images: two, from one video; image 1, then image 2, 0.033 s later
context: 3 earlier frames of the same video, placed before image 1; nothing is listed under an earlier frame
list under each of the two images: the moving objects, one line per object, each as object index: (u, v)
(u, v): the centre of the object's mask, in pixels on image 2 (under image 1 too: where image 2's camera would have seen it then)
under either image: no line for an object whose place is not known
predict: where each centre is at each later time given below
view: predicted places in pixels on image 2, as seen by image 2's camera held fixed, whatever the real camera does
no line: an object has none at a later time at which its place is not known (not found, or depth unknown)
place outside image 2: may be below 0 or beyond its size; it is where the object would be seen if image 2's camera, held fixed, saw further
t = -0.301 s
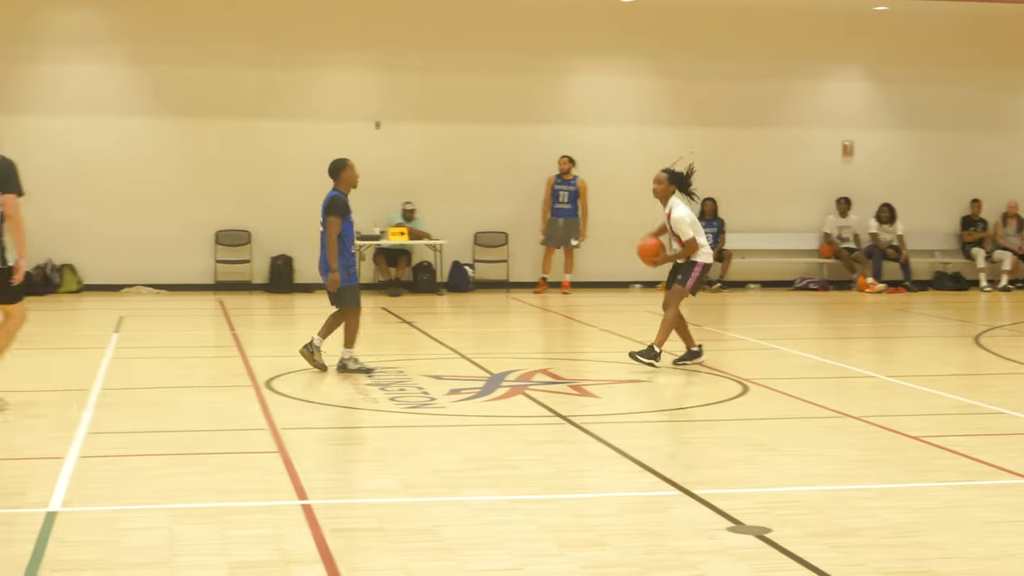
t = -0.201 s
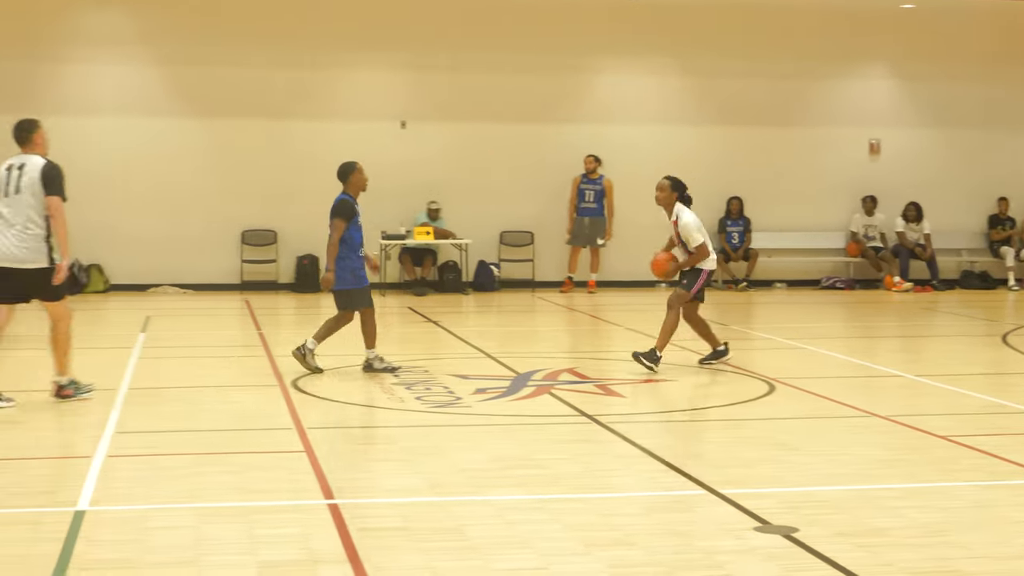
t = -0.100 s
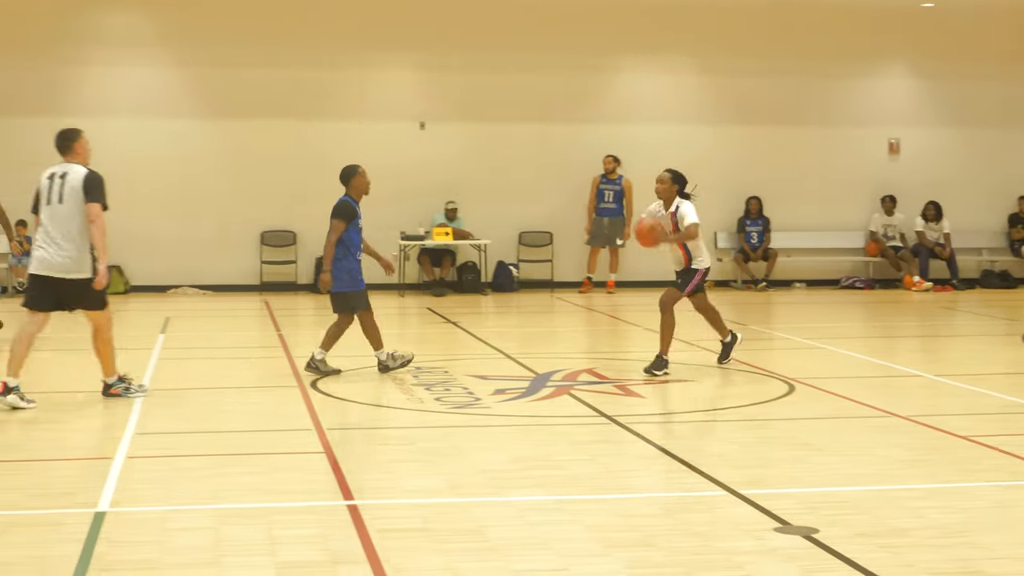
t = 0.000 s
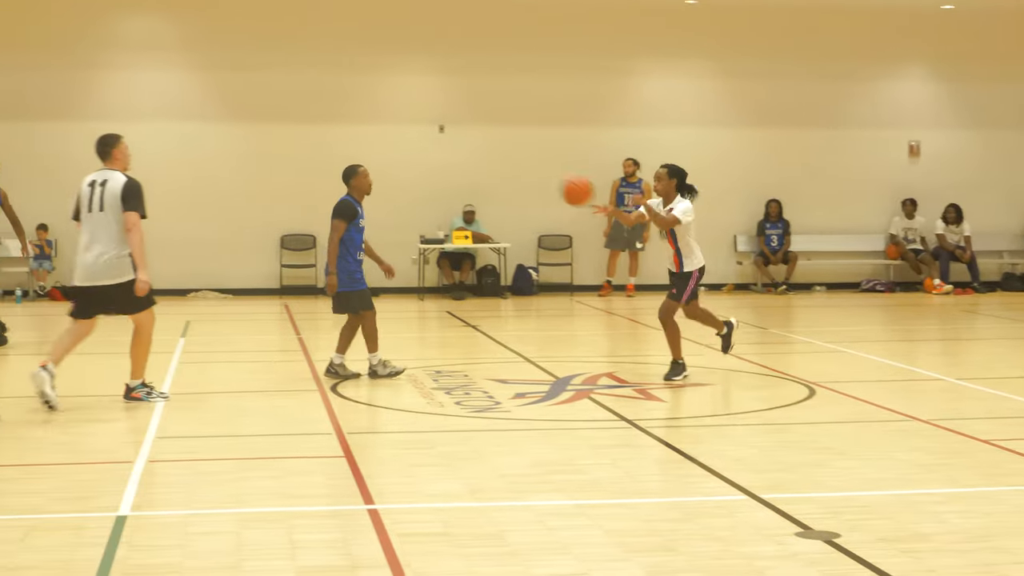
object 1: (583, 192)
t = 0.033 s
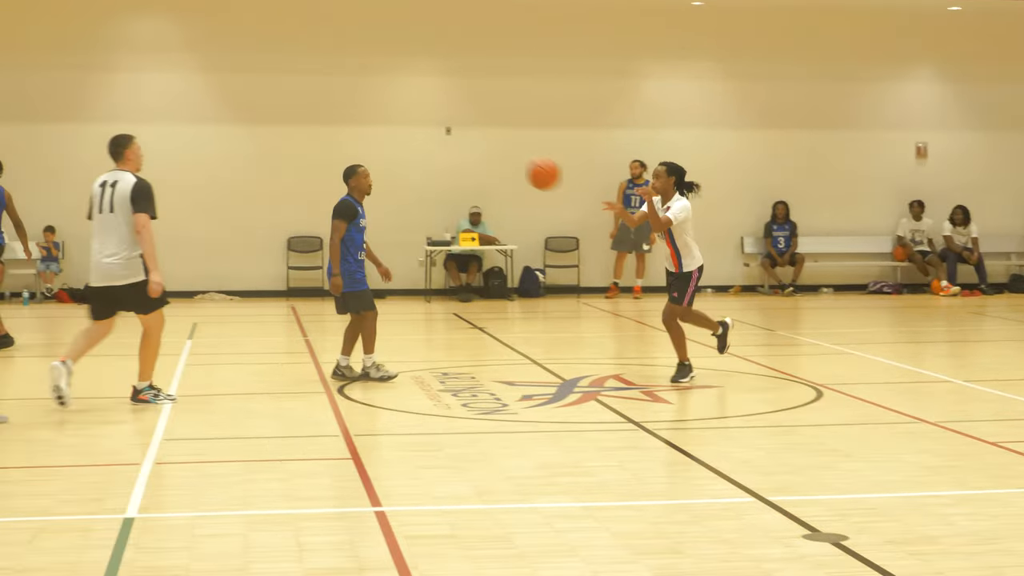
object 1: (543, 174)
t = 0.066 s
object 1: (503, 158)
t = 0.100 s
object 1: (462, 142)
